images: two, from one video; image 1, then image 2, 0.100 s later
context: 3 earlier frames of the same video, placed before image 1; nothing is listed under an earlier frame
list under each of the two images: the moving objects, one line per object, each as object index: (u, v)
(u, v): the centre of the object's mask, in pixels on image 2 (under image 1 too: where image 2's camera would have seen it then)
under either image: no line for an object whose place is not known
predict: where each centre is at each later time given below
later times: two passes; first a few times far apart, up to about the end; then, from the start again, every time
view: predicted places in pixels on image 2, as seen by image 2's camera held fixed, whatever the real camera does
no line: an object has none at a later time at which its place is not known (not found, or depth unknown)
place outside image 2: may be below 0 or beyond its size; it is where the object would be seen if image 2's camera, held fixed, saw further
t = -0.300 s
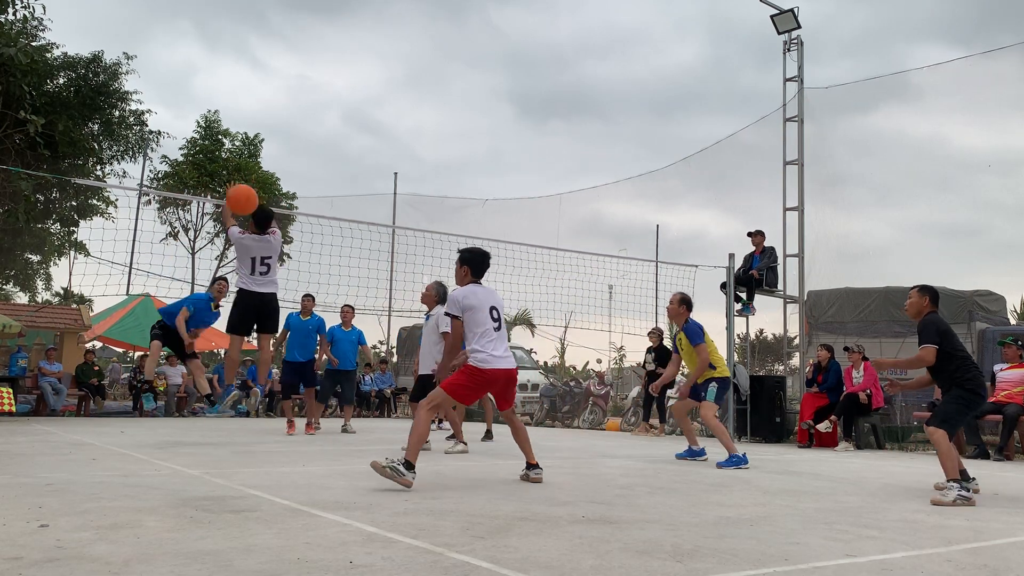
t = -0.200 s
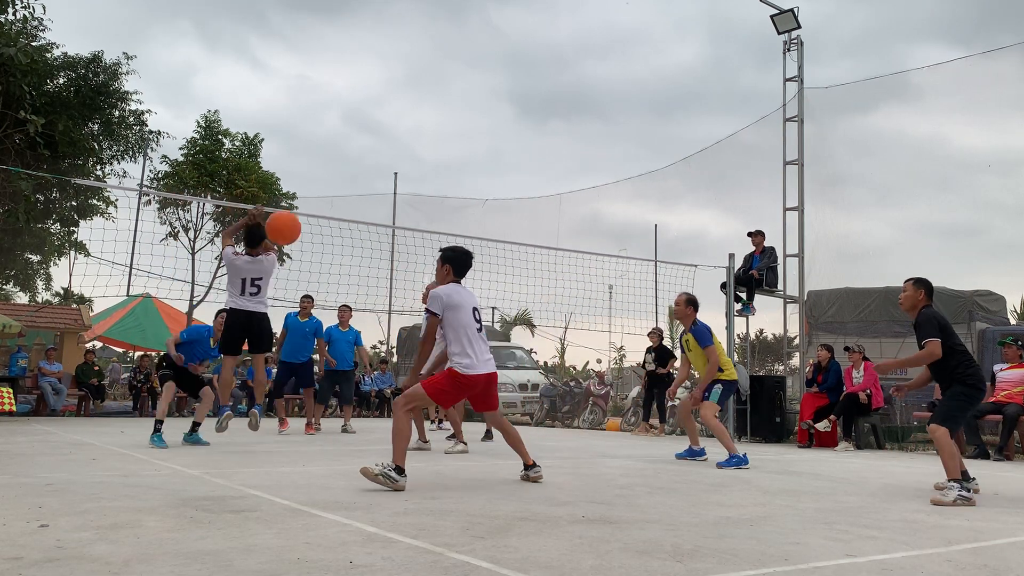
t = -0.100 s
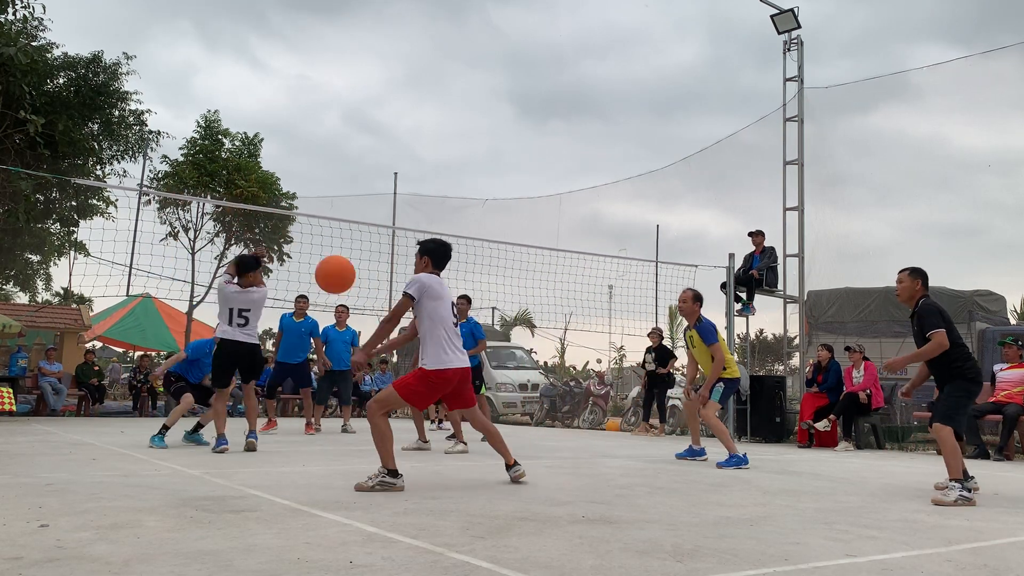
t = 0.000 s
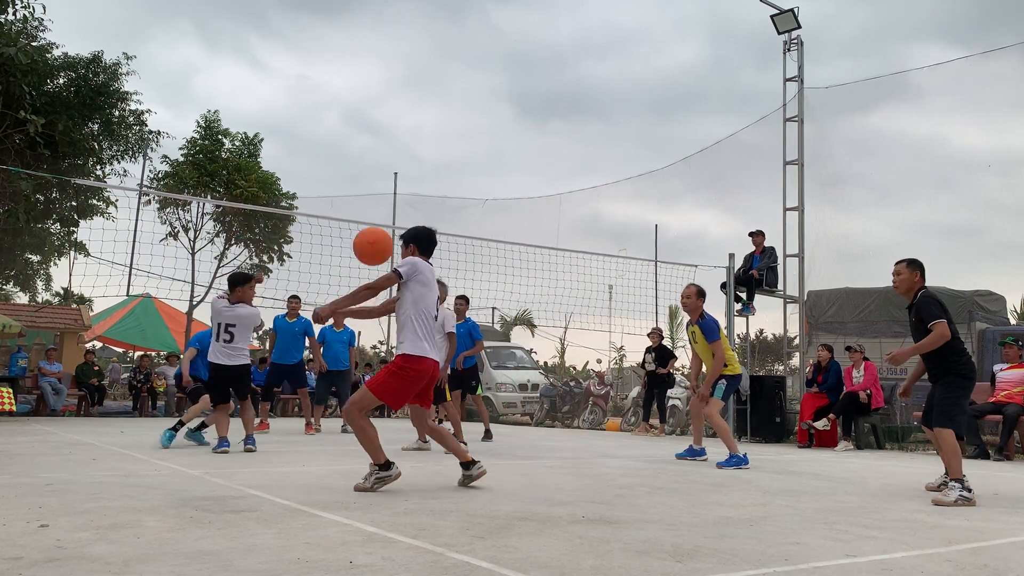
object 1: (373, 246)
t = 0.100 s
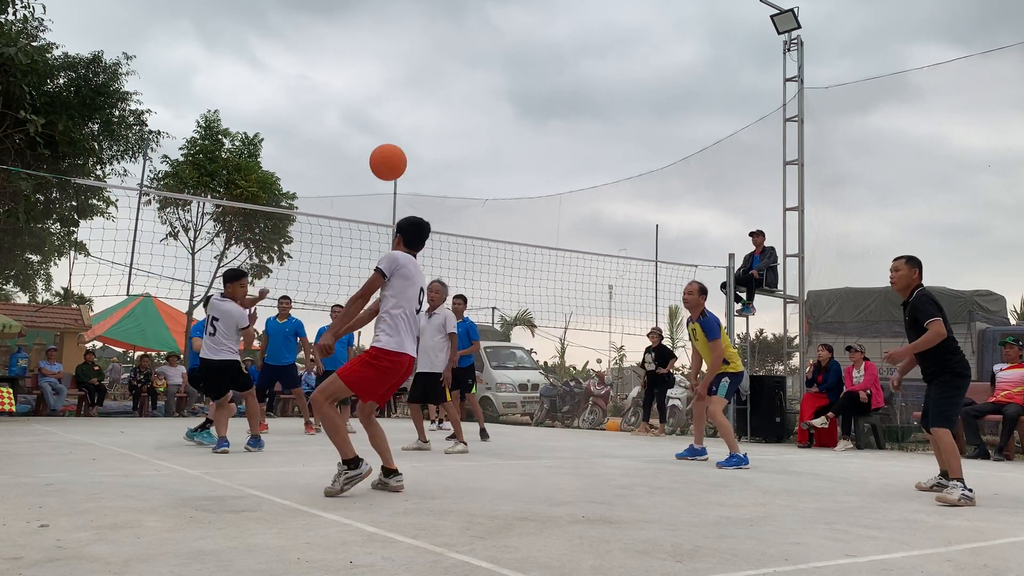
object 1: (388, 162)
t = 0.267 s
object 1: (410, 74)
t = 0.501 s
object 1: (434, 25)
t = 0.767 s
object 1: (458, 47)
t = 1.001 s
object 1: (475, 116)
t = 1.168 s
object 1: (487, 188)
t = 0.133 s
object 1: (393, 140)
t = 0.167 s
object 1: (397, 120)
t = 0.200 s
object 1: (402, 103)
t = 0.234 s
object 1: (406, 88)
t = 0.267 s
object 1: (410, 74)
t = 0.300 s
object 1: (414, 62)
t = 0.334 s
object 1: (417, 52)
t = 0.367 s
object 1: (421, 44)
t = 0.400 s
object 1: (425, 38)
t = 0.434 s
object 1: (428, 32)
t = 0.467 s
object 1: (431, 28)
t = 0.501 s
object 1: (434, 25)
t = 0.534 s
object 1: (437, 24)
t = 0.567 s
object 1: (441, 24)
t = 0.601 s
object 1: (444, 25)
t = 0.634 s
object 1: (446, 28)
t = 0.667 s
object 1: (449, 31)
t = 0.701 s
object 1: (452, 35)
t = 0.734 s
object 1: (455, 40)
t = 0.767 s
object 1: (458, 47)
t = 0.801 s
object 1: (460, 54)
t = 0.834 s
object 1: (463, 63)
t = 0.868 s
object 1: (465, 72)
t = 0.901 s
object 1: (468, 82)
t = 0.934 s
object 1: (470, 92)
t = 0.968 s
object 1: (473, 104)
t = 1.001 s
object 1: (475, 116)
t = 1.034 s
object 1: (478, 129)
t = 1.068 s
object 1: (480, 143)
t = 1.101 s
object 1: (482, 157)
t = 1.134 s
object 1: (484, 173)
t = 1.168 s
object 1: (487, 188)
